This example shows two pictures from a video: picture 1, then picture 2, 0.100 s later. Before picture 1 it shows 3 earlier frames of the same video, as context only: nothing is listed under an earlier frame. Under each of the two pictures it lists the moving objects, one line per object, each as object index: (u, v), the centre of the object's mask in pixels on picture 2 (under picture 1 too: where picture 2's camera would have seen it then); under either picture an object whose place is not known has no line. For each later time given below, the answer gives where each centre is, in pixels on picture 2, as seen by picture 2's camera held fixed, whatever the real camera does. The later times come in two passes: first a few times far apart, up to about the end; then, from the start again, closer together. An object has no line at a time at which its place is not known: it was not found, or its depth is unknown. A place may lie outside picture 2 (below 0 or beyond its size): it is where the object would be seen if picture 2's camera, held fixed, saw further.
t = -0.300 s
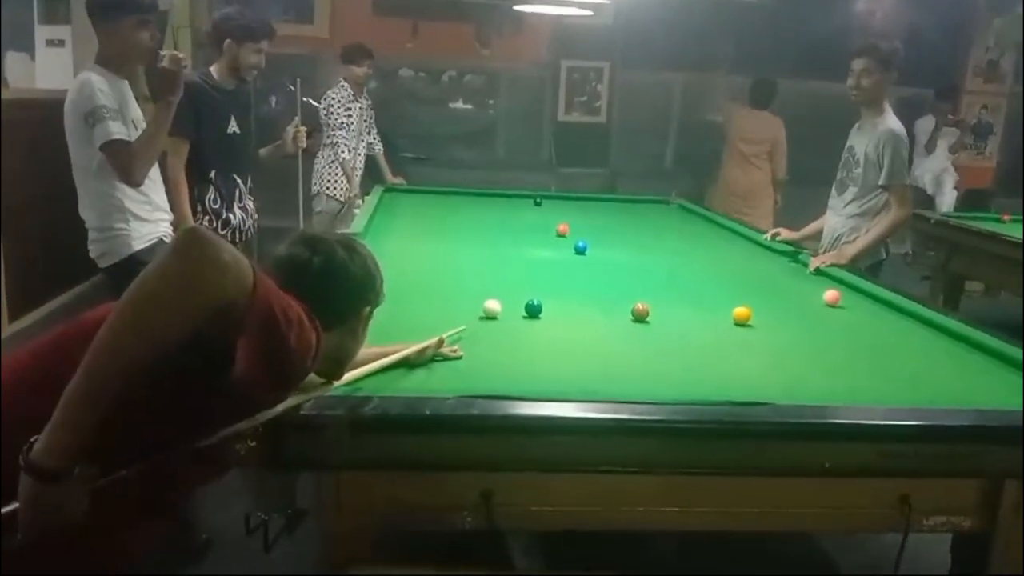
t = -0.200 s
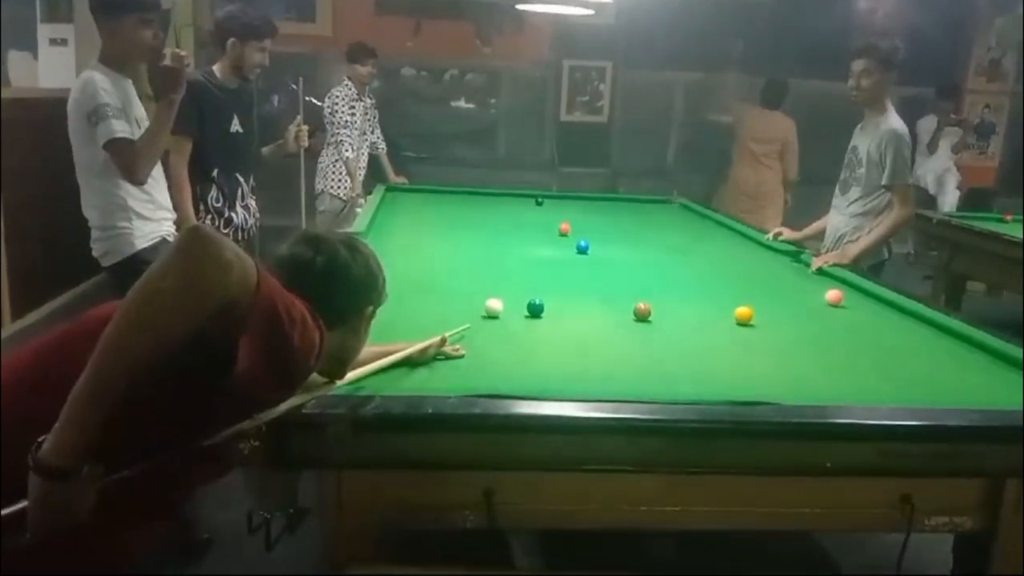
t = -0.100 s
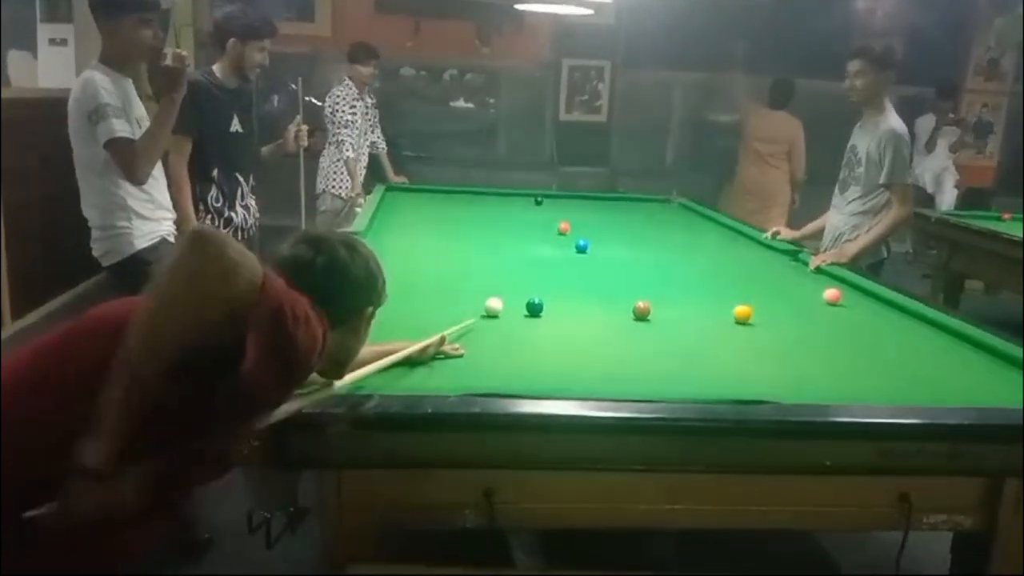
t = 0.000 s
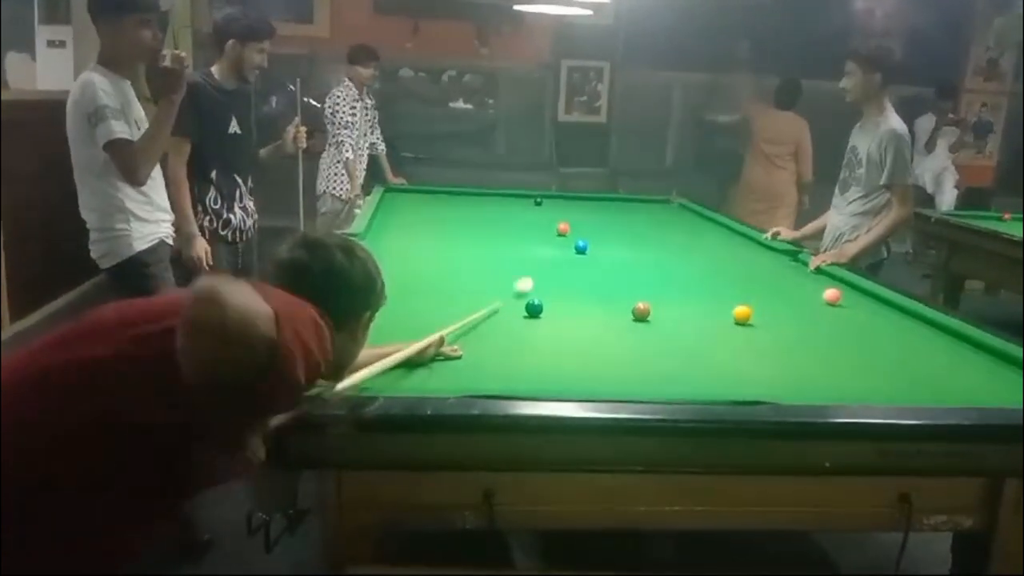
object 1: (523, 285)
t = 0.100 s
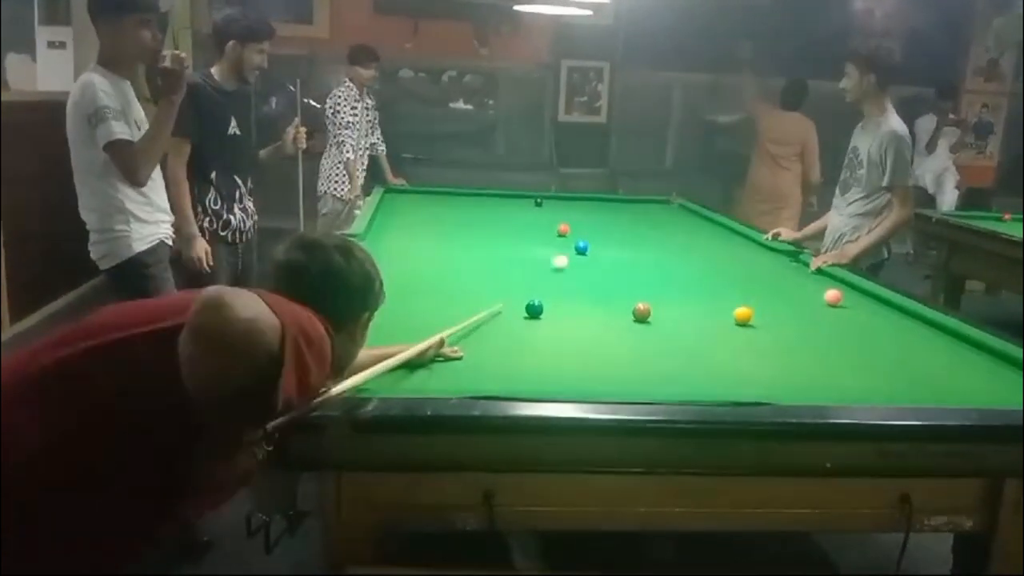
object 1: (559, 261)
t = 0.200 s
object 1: (580, 250)
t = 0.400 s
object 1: (585, 249)
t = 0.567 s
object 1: (588, 249)
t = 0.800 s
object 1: (590, 249)
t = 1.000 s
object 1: (591, 250)
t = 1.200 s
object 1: (591, 249)
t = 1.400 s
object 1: (592, 250)
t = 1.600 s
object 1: (591, 249)
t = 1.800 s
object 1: (592, 250)
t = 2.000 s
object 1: (592, 250)
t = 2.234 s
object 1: (591, 250)
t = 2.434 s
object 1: (591, 250)
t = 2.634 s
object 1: (591, 250)
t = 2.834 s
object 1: (591, 250)
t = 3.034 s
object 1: (591, 250)
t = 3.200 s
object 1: (591, 250)
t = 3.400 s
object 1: (591, 250)
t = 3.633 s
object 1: (591, 250)
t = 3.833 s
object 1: (591, 250)
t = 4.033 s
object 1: (591, 250)
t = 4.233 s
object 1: (591, 250)
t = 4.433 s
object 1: (591, 249)
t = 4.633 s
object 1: (591, 249)
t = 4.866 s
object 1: (592, 249)
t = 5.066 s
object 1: (592, 249)
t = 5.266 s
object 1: (591, 249)
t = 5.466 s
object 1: (591, 249)
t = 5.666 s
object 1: (592, 249)
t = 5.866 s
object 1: (591, 250)
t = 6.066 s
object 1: (591, 250)
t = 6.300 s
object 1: (592, 250)
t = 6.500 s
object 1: (592, 249)
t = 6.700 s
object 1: (592, 249)
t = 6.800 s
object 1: (592, 249)
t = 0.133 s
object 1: (569, 255)
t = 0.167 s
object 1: (578, 249)
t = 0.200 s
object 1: (580, 250)
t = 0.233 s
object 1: (581, 249)
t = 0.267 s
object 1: (582, 249)
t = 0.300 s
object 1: (583, 249)
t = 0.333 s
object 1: (584, 249)
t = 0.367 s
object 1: (584, 249)
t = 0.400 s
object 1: (585, 249)
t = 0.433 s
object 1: (585, 249)
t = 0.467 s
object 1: (586, 249)
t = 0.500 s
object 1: (587, 249)
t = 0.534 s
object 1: (587, 249)
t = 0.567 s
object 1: (588, 249)
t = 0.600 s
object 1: (588, 249)
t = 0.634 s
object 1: (588, 249)
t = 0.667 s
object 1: (589, 249)
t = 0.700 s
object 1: (589, 249)
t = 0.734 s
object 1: (590, 249)
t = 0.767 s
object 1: (589, 249)
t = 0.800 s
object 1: (590, 249)
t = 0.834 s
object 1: (590, 249)
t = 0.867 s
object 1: (591, 250)
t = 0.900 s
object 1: (591, 250)
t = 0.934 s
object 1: (591, 250)
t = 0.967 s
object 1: (591, 250)
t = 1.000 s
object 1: (591, 250)
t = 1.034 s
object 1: (591, 250)
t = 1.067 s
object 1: (591, 250)
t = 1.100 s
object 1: (592, 250)
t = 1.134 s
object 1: (591, 250)
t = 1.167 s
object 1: (591, 249)
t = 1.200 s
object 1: (591, 249)
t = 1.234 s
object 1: (590, 249)
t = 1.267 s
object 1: (591, 249)
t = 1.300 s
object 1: (591, 250)
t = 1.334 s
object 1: (592, 250)
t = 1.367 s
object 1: (592, 250)
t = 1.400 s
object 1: (592, 250)
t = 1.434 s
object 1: (591, 250)
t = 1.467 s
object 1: (591, 250)
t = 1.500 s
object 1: (591, 250)
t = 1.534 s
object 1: (591, 250)
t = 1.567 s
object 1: (591, 250)
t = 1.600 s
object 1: (591, 249)
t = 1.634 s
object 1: (592, 250)
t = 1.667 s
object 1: (592, 250)
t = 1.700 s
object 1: (591, 250)
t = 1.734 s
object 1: (591, 250)
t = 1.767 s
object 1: (592, 250)
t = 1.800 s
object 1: (592, 250)
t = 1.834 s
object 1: (592, 250)
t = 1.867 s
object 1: (592, 250)
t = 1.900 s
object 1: (591, 250)
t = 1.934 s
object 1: (592, 250)
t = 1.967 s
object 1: (592, 250)
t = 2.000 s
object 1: (592, 250)
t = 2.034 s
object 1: (591, 250)
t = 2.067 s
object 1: (591, 250)
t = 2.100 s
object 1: (591, 250)
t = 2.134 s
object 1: (591, 250)
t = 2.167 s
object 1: (591, 250)
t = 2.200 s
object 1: (591, 250)
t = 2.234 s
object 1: (591, 250)
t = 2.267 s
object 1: (591, 250)
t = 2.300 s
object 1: (591, 250)
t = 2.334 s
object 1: (591, 250)
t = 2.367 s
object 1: (592, 250)
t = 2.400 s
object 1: (591, 250)
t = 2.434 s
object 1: (591, 250)
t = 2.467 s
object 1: (592, 250)
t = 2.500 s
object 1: (591, 250)
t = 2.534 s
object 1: (591, 250)
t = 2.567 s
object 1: (591, 250)
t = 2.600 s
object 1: (591, 250)
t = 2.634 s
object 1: (591, 250)
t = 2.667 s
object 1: (591, 250)
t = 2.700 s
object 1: (591, 250)
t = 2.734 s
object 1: (591, 250)
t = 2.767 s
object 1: (591, 249)
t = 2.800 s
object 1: (591, 249)
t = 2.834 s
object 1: (591, 250)
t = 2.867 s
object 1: (591, 250)
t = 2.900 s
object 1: (591, 250)
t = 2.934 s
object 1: (591, 250)
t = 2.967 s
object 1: (591, 250)
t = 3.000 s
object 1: (591, 250)
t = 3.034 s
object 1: (591, 250)
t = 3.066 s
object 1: (591, 250)
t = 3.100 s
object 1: (591, 250)
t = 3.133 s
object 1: (591, 250)
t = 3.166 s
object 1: (591, 250)
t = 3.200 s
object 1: (591, 250)
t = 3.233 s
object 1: (591, 250)
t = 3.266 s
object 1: (591, 250)
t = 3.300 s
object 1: (591, 250)
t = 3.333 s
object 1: (591, 250)
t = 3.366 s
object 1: (591, 250)
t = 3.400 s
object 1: (591, 250)
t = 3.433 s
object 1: (591, 250)
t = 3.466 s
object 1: (591, 250)
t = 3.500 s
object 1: (591, 250)
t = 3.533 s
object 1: (591, 250)
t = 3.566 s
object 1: (590, 250)
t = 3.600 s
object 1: (591, 250)
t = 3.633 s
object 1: (591, 250)
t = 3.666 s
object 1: (591, 250)
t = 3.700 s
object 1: (591, 250)
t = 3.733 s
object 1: (591, 250)
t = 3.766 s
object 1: (591, 250)
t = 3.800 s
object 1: (591, 250)
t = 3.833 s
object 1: (591, 250)
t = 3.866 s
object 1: (591, 250)
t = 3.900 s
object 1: (591, 250)
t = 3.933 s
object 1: (591, 250)
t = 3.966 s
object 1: (591, 250)
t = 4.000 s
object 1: (591, 250)
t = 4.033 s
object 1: (591, 250)
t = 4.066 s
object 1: (591, 250)
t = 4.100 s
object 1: (591, 250)
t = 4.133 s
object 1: (591, 250)
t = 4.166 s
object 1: (592, 250)
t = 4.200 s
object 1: (591, 250)
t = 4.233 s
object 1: (591, 250)
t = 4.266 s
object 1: (591, 250)
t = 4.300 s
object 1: (591, 250)
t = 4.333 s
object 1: (591, 250)
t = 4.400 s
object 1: (591, 249)
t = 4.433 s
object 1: (591, 249)
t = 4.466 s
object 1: (591, 249)
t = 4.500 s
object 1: (592, 249)
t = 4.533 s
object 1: (592, 249)
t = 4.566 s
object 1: (592, 249)
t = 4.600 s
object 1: (591, 249)
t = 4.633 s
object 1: (591, 249)
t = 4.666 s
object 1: (591, 249)
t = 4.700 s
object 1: (592, 249)
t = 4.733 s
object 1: (592, 249)
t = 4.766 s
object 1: (592, 249)
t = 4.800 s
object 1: (592, 249)
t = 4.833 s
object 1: (591, 249)
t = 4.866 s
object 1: (592, 249)
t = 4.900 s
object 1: (591, 249)
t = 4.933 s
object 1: (592, 249)
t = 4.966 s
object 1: (592, 249)
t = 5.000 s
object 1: (592, 249)
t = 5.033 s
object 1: (592, 249)
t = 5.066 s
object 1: (592, 249)
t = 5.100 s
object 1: (592, 249)
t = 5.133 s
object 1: (591, 249)
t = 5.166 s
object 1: (592, 249)
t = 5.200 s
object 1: (592, 249)
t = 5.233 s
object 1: (592, 249)
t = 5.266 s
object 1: (591, 249)
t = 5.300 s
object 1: (592, 249)
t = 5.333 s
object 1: (592, 249)
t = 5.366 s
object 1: (591, 249)
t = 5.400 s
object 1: (591, 249)
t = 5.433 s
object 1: (591, 249)
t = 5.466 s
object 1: (591, 249)
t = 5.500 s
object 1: (592, 249)
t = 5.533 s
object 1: (591, 249)
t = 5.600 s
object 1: (592, 249)
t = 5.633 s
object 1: (592, 249)
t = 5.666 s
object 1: (592, 249)
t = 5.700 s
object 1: (592, 249)
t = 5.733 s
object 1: (592, 249)
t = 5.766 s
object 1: (591, 249)
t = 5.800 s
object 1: (591, 249)
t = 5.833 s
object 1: (591, 249)
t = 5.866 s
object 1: (591, 250)
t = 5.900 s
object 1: (592, 250)
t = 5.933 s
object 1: (591, 250)
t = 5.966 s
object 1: (591, 250)
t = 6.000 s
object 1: (591, 249)
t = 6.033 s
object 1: (591, 250)
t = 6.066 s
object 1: (591, 250)
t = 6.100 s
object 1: (592, 250)
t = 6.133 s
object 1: (592, 250)
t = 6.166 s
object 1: (591, 250)
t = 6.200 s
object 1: (592, 250)
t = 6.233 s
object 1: (592, 249)
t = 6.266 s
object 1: (592, 250)
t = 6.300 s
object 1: (592, 250)
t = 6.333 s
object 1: (592, 250)
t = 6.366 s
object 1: (591, 249)
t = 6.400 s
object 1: (592, 249)
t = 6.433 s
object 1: (592, 250)
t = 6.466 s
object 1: (592, 249)
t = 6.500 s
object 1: (592, 249)
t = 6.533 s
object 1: (591, 249)
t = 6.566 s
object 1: (592, 249)
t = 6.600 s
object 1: (592, 249)
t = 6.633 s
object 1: (592, 249)
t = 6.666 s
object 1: (592, 249)
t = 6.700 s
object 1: (592, 249)
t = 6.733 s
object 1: (592, 249)
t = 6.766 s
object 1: (592, 249)
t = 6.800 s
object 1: (592, 249)
